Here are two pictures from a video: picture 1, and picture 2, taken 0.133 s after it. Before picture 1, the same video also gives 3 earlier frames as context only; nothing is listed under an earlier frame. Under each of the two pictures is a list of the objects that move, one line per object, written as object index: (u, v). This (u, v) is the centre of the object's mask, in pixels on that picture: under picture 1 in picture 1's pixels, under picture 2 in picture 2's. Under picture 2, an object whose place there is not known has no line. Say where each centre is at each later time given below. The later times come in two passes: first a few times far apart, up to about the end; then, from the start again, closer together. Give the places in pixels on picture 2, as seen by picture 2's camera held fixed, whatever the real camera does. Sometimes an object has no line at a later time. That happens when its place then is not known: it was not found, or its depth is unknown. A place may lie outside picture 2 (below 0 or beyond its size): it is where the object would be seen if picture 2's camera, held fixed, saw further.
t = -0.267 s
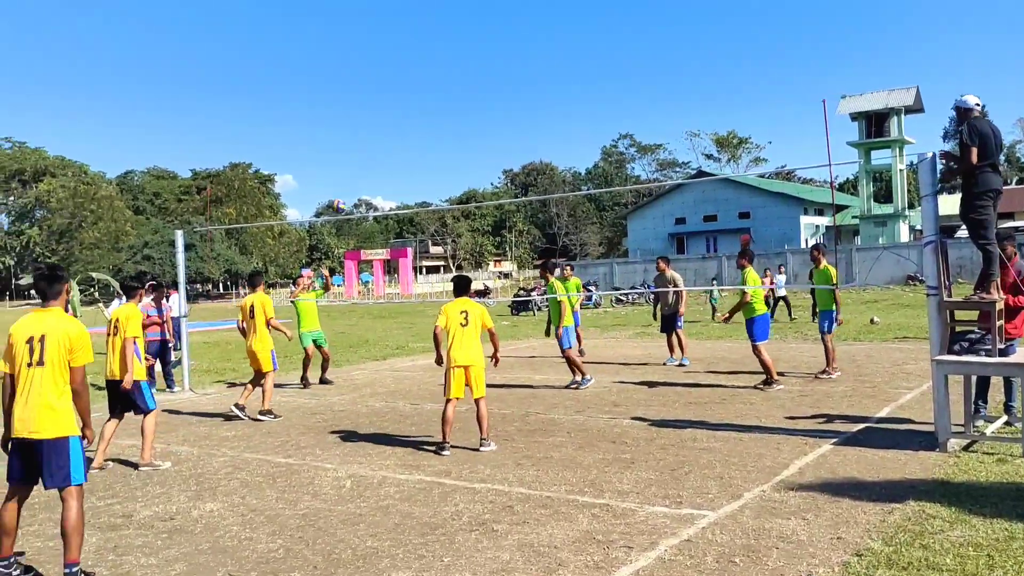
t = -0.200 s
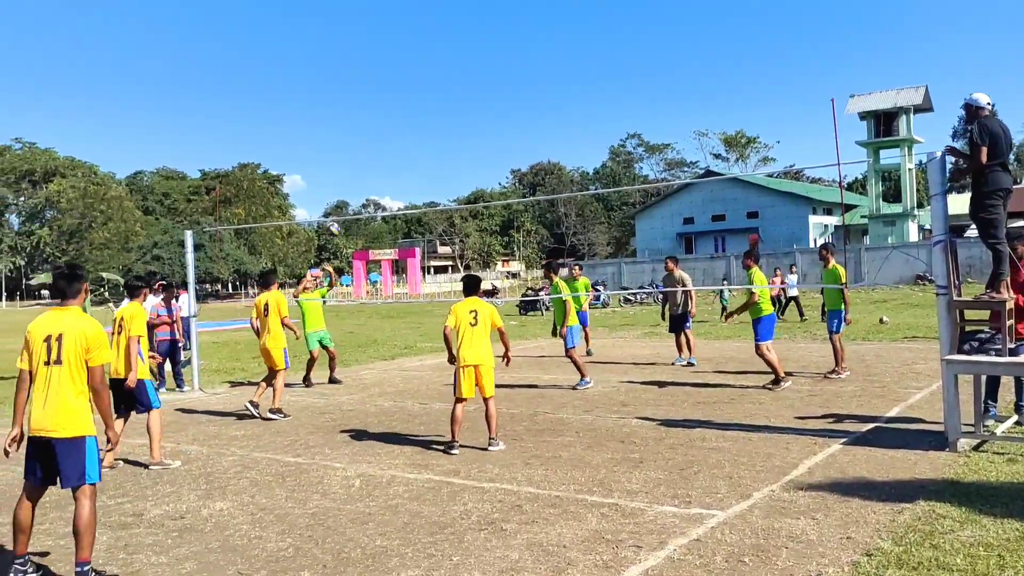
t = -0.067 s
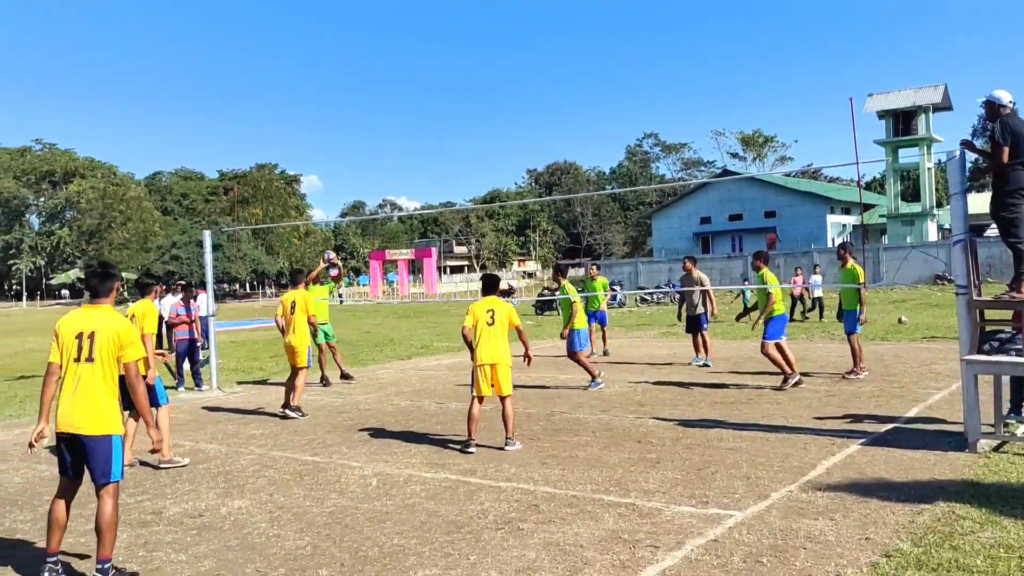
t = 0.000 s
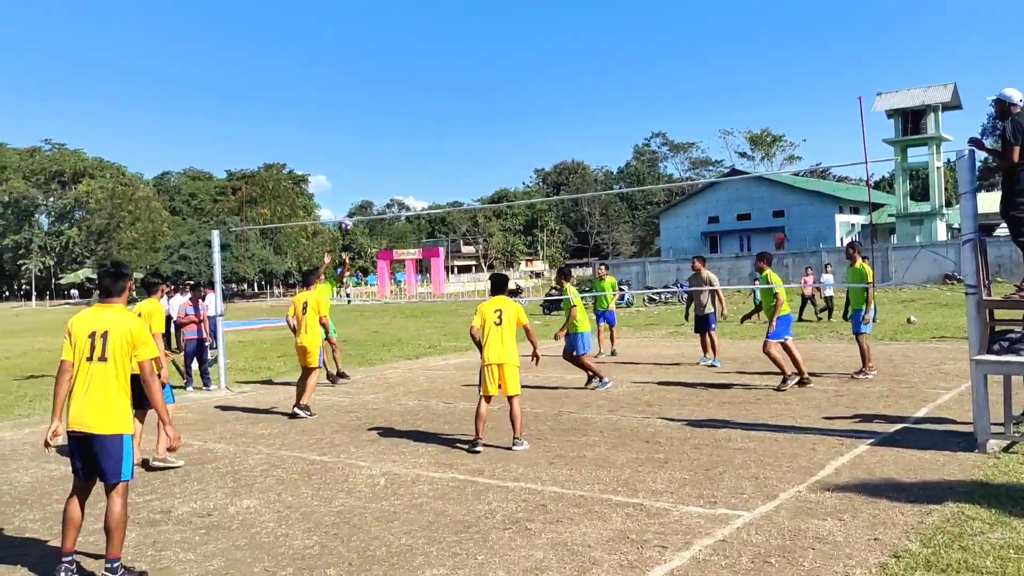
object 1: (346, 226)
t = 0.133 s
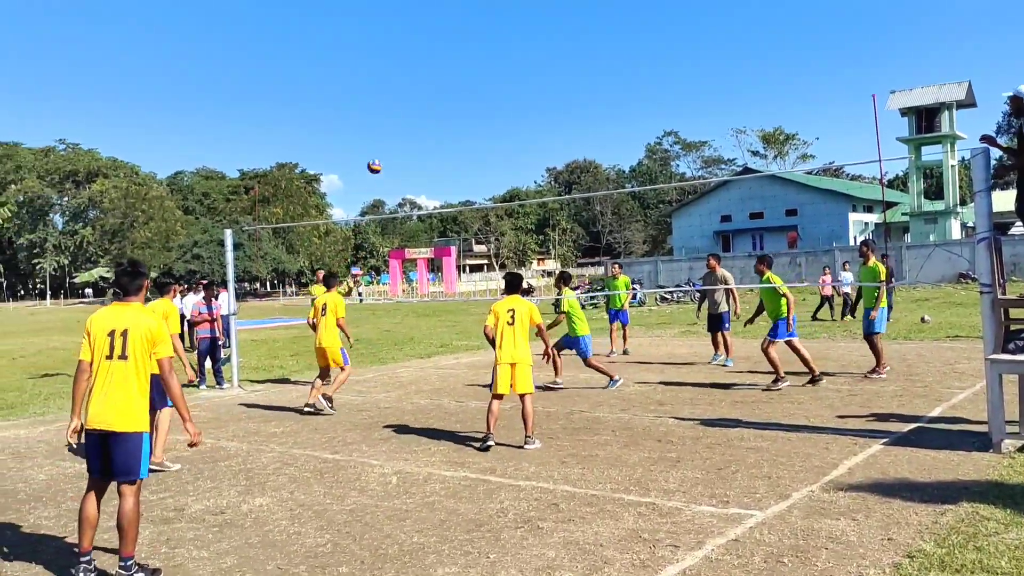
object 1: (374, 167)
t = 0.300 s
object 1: (398, 107)
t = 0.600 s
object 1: (445, 45)
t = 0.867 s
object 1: (495, 48)
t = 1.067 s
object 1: (537, 91)
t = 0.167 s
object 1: (379, 153)
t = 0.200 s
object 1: (384, 141)
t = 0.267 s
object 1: (393, 117)
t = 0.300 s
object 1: (398, 107)
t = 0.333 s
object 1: (403, 97)
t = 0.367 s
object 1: (408, 88)
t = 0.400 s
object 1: (413, 79)
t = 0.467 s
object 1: (423, 65)
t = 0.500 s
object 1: (429, 59)
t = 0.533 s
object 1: (434, 54)
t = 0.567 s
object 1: (440, 49)
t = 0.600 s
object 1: (445, 45)
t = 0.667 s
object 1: (457, 40)
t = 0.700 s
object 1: (463, 40)
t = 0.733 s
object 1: (469, 39)
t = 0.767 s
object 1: (476, 40)
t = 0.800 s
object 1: (482, 42)
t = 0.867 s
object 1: (495, 48)
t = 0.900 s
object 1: (502, 53)
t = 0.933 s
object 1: (508, 58)
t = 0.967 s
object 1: (516, 65)
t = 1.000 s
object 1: (523, 72)
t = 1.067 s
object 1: (537, 91)
